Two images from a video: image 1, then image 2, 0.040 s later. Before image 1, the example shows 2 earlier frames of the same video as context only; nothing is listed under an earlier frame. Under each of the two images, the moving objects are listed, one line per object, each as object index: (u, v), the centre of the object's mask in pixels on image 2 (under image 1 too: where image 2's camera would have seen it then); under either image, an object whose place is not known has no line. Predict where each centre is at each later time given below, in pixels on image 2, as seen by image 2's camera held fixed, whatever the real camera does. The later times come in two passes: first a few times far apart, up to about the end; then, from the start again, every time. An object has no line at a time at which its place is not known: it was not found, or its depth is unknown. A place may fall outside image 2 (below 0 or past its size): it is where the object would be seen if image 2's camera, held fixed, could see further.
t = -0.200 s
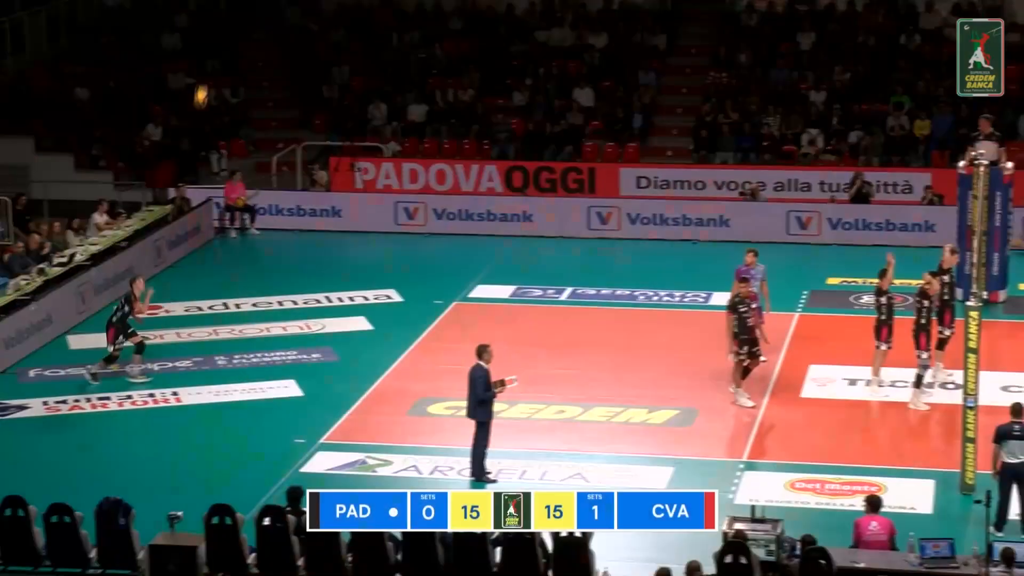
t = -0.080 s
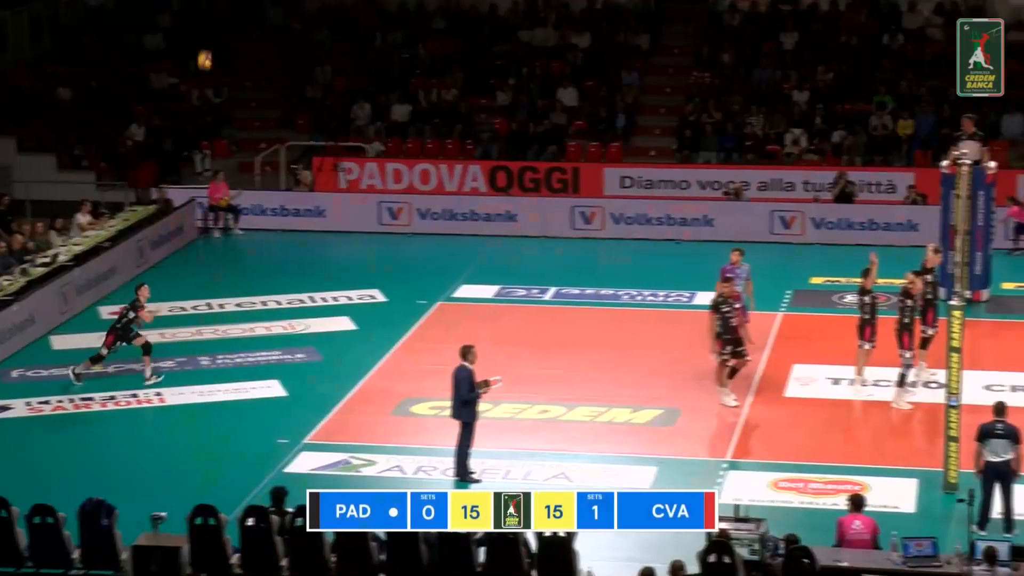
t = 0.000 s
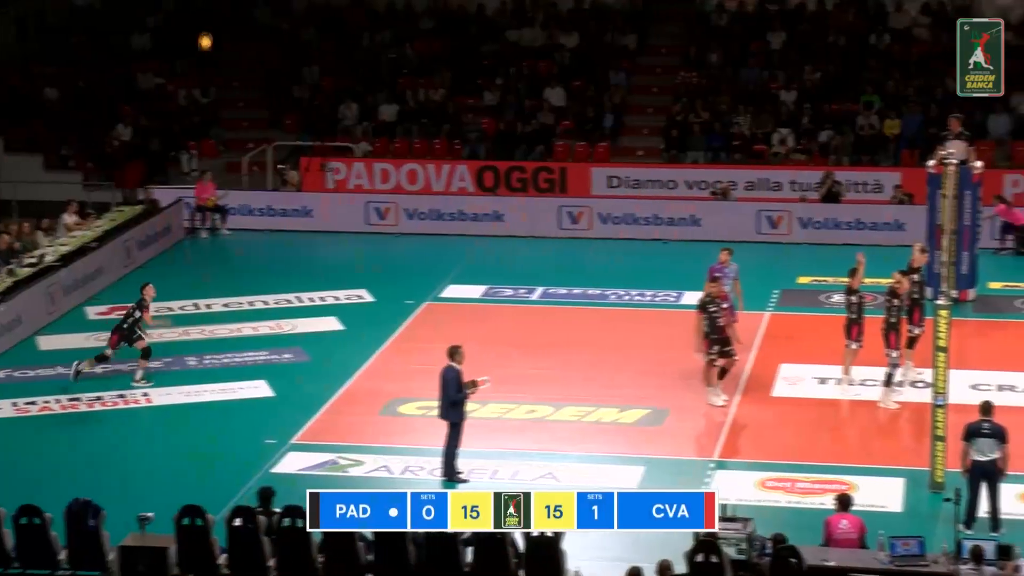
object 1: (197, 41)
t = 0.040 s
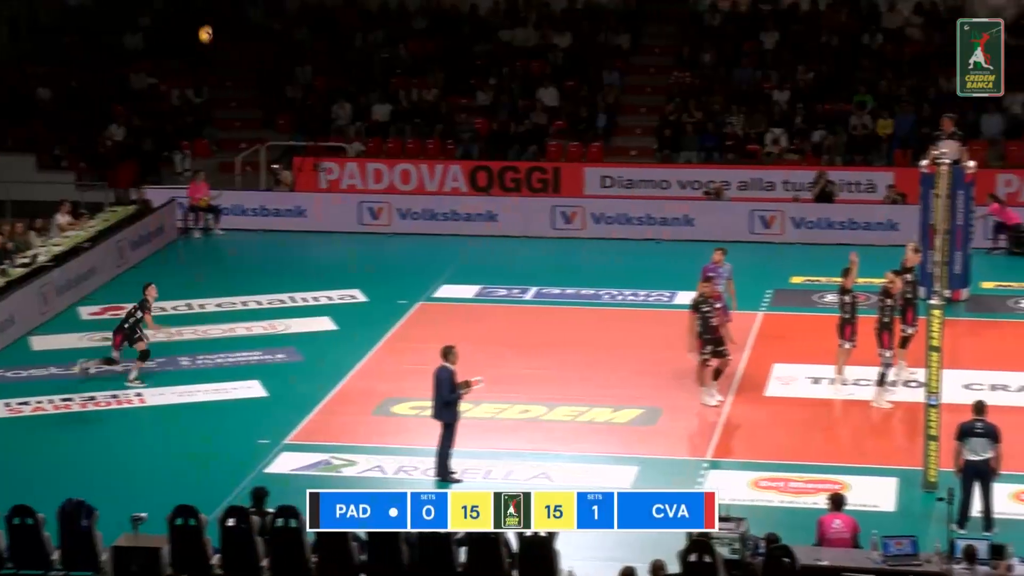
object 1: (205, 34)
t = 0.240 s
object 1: (242, 13)
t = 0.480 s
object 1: (286, 24)
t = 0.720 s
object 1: (331, 72)
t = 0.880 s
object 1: (360, 124)
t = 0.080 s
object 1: (212, 27)
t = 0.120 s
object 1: (220, 23)
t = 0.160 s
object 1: (227, 19)
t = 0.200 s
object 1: (234, 15)
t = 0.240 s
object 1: (242, 13)
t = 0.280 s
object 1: (249, 12)
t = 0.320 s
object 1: (257, 12)
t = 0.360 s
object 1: (264, 13)
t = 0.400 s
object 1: (271, 16)
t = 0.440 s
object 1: (279, 20)
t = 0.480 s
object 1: (286, 24)
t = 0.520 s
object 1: (294, 30)
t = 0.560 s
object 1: (301, 36)
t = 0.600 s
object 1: (309, 43)
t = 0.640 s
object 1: (317, 52)
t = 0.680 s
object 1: (324, 61)
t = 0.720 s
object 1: (331, 72)
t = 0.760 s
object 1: (338, 83)
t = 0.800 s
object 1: (345, 96)
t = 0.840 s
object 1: (352, 109)
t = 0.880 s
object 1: (360, 124)
